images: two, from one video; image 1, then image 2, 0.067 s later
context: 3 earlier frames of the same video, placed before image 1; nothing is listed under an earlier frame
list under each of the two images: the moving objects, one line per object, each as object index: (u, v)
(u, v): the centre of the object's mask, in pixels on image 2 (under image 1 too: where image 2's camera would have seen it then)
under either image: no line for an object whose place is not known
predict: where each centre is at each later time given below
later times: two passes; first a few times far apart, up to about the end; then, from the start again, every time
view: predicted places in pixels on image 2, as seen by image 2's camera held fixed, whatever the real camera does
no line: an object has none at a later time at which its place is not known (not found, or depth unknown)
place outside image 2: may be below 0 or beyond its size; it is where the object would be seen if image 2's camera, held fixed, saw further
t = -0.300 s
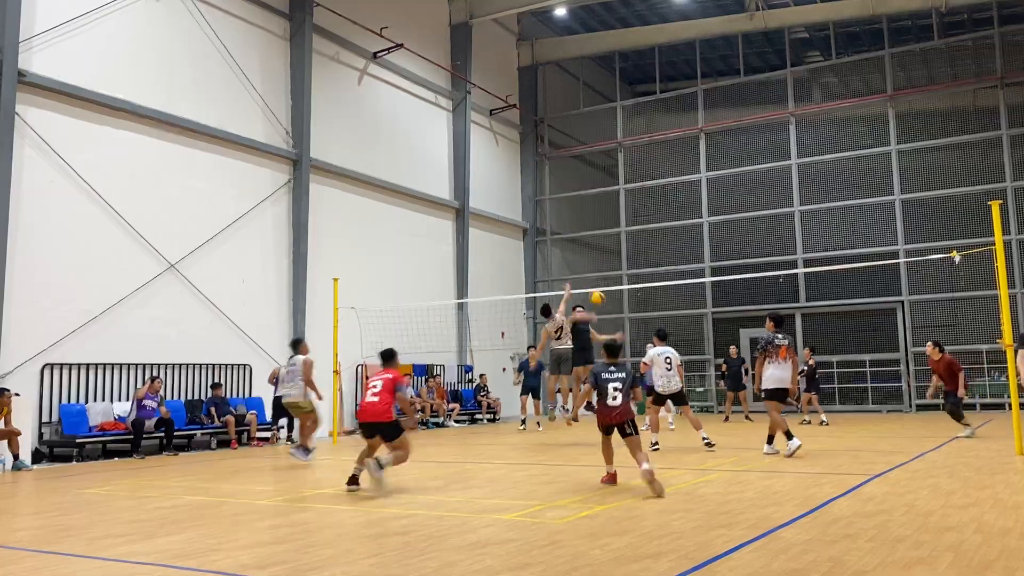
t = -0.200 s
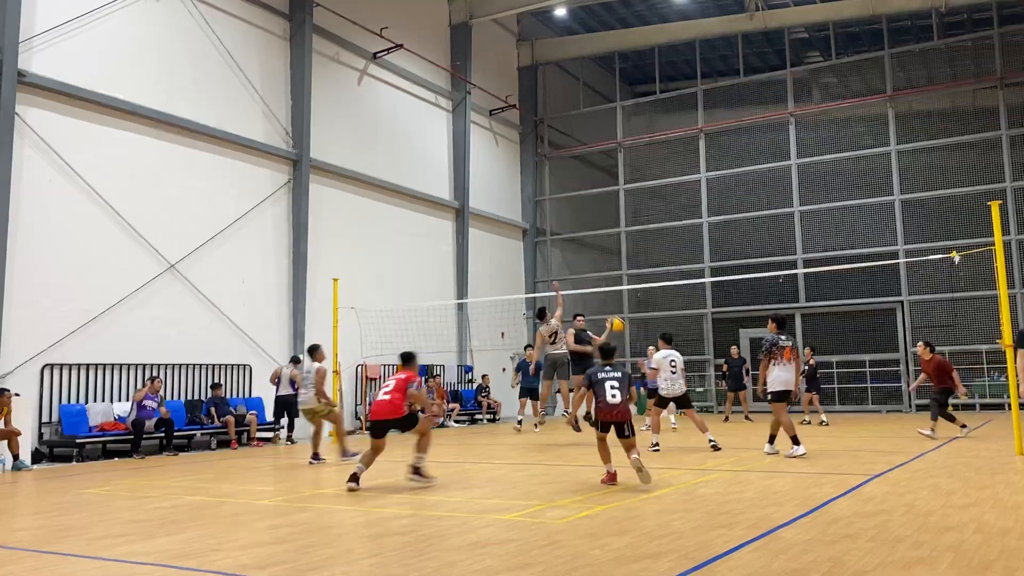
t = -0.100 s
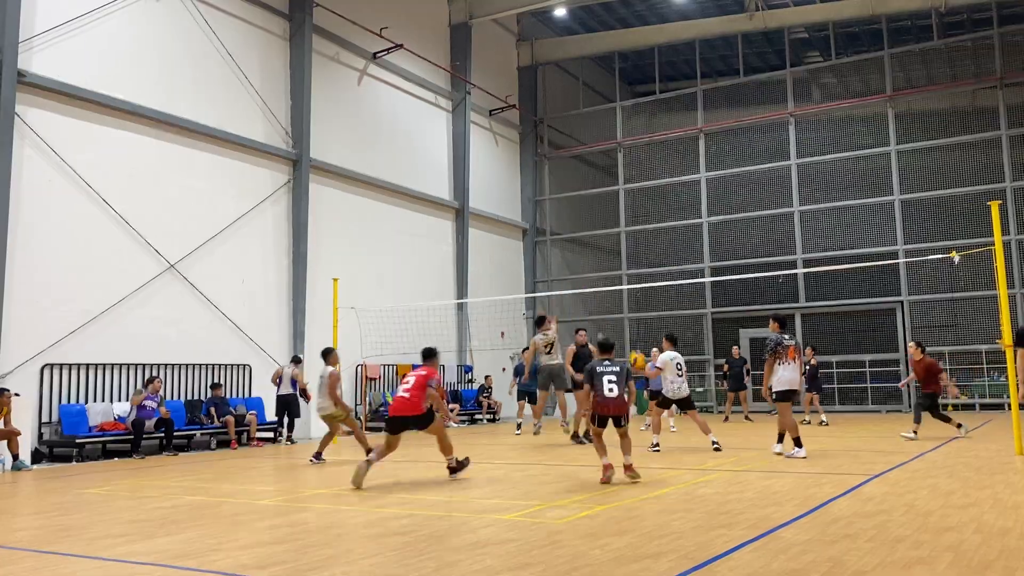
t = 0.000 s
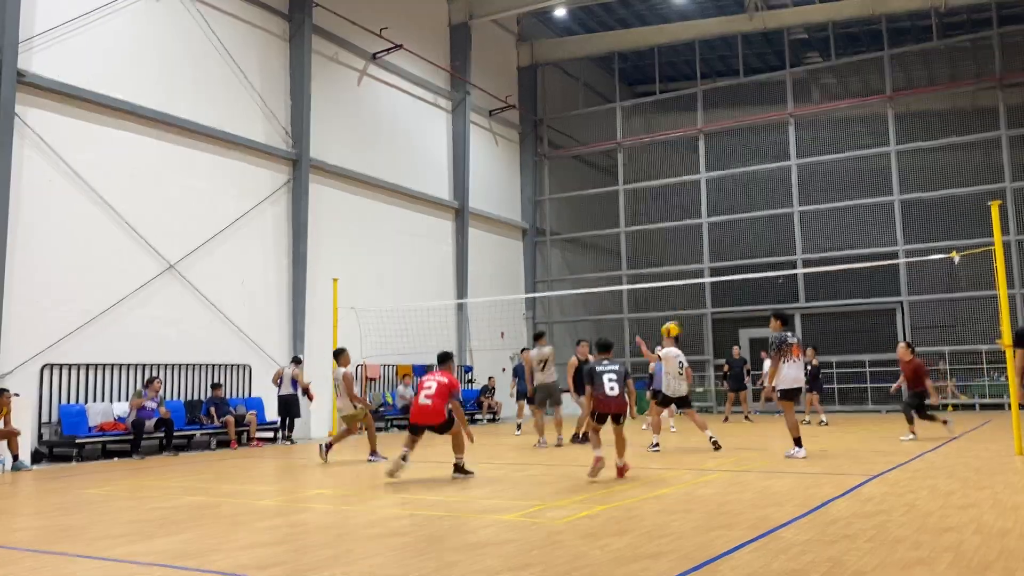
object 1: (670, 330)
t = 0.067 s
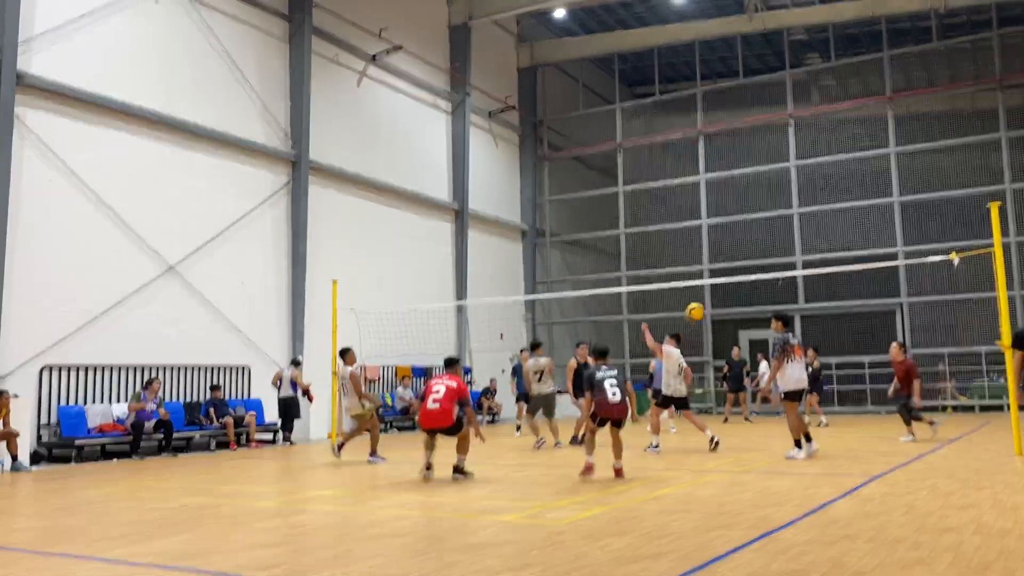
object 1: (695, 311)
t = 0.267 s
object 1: (782, 268)
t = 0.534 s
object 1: (928, 260)
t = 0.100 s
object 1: (708, 302)
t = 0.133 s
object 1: (722, 295)
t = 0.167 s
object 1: (736, 287)
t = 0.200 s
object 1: (750, 279)
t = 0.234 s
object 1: (766, 273)
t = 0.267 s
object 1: (782, 268)
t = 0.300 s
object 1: (798, 263)
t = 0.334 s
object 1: (816, 260)
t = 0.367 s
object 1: (833, 258)
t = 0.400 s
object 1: (850, 255)
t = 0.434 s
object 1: (869, 255)
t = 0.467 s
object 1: (888, 255)
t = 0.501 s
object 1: (908, 257)
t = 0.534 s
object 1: (928, 260)
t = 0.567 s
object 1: (952, 265)
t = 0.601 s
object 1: (973, 271)
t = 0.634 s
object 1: (996, 278)
